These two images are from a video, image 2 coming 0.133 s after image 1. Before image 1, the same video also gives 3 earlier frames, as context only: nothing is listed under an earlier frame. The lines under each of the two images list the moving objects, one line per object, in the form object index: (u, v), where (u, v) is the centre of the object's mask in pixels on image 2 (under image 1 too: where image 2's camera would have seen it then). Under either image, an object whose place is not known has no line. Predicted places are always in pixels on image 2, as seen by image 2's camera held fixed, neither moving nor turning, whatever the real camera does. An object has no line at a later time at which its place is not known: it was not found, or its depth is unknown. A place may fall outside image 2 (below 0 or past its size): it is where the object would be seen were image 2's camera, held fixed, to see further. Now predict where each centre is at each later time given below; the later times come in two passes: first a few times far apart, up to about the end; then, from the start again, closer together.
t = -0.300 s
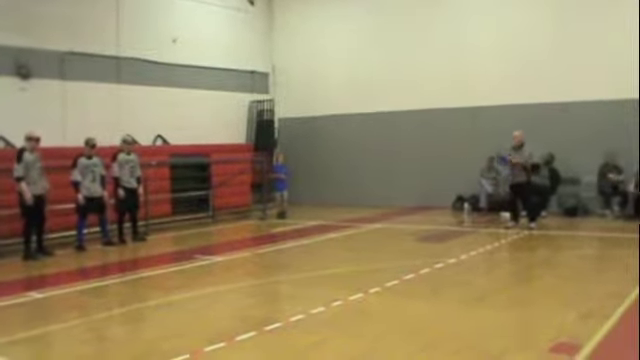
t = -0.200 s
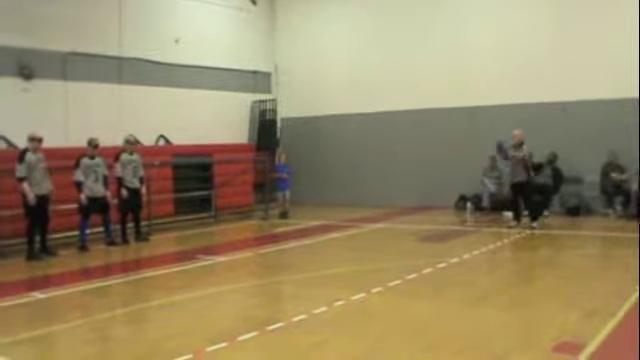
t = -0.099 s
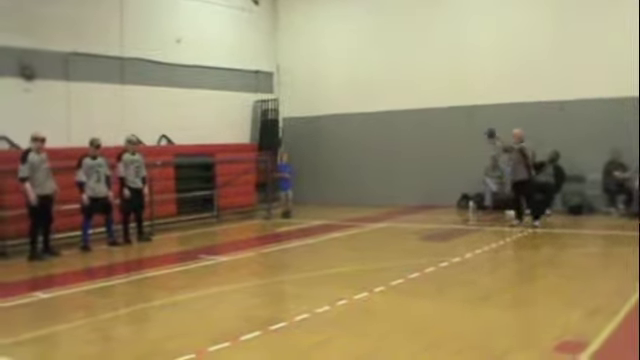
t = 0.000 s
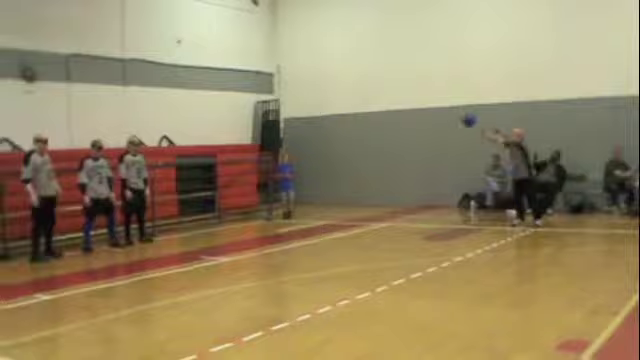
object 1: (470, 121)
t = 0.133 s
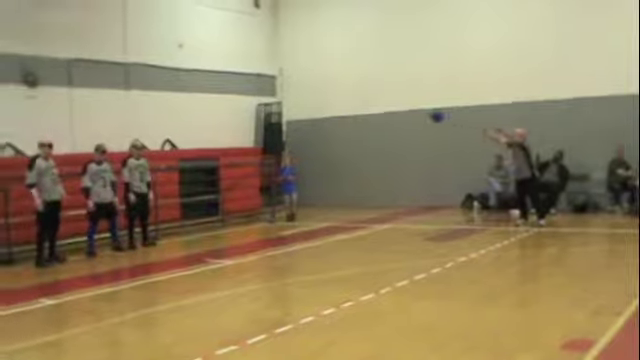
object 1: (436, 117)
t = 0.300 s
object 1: (393, 122)
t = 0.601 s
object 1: (318, 175)
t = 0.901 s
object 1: (256, 224)
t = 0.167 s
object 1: (427, 115)
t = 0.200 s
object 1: (419, 116)
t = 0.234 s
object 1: (410, 117)
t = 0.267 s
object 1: (401, 120)
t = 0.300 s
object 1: (393, 122)
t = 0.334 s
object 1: (385, 125)
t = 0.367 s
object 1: (376, 129)
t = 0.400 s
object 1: (368, 133)
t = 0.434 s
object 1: (359, 141)
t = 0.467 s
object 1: (351, 146)
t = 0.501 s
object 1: (343, 154)
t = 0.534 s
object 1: (335, 160)
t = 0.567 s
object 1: (326, 169)
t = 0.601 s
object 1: (318, 175)
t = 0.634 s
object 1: (309, 189)
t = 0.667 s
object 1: (300, 196)
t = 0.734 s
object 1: (283, 220)
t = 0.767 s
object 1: (276, 229)
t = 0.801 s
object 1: (269, 237)
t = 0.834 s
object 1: (266, 233)
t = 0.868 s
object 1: (262, 229)
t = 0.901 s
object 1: (256, 224)
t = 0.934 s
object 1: (252, 219)
